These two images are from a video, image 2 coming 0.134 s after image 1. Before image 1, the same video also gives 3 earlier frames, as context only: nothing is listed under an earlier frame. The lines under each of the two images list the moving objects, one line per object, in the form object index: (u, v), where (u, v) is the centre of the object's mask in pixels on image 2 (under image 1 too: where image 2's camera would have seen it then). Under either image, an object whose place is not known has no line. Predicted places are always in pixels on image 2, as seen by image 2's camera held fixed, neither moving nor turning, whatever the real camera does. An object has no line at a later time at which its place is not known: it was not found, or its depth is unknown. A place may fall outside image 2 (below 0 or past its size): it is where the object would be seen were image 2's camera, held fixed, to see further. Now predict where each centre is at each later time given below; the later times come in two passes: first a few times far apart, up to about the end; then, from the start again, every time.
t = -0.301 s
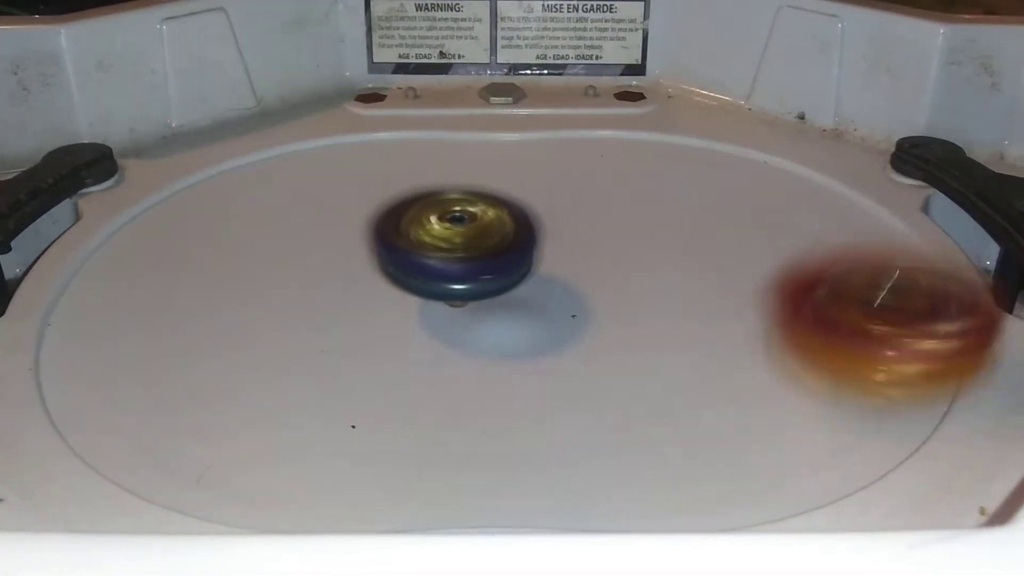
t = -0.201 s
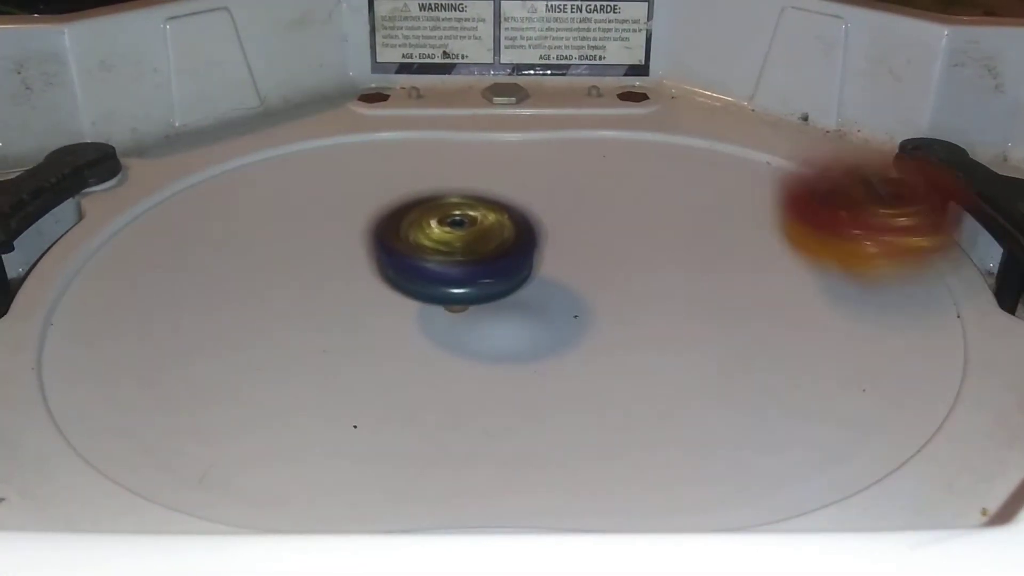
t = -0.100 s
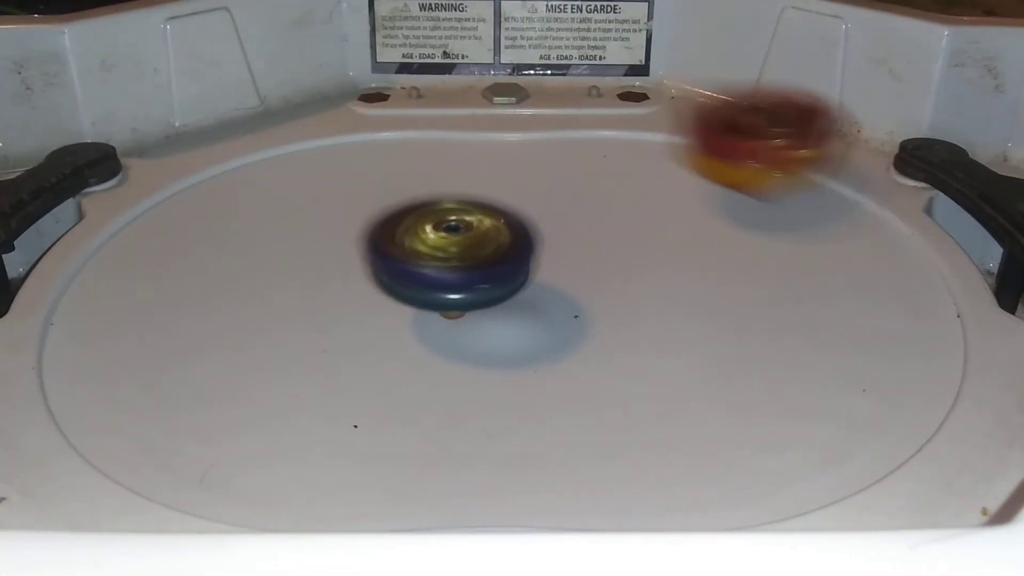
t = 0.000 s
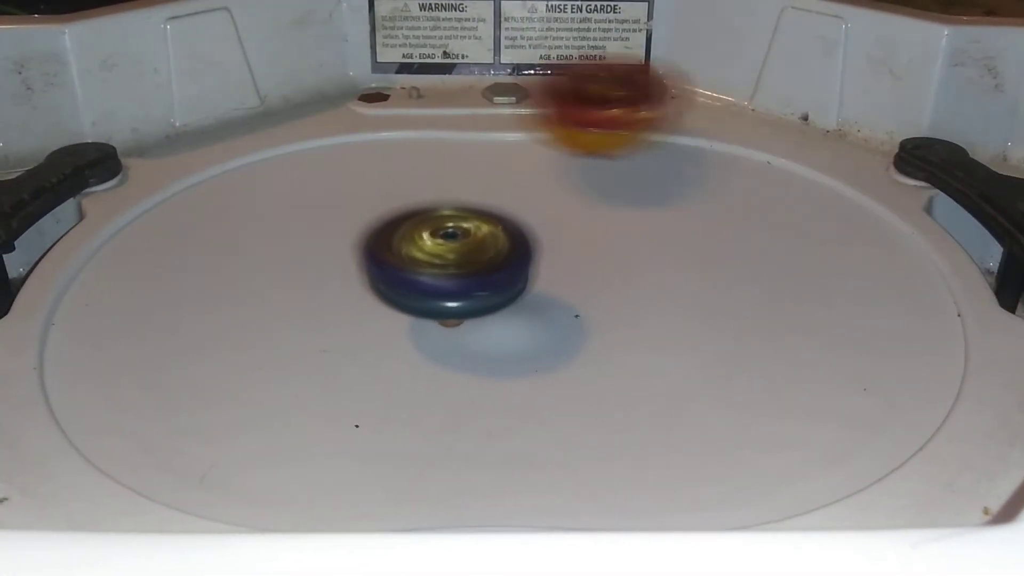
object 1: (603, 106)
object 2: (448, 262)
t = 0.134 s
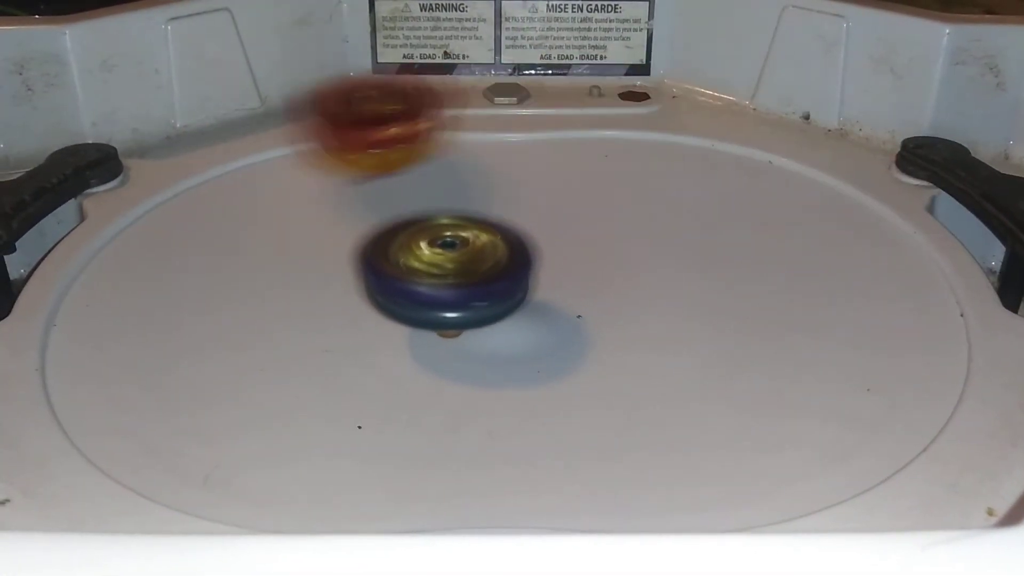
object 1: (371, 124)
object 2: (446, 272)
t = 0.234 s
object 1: (226, 183)
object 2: (452, 278)
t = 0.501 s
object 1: (424, 436)
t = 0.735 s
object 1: (911, 287)
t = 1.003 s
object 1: (656, 99)
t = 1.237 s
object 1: (281, 162)
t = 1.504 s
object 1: (325, 427)
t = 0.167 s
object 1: (321, 137)
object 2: (448, 274)
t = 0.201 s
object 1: (270, 158)
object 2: (450, 275)
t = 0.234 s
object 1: (226, 183)
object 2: (452, 278)
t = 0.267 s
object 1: (189, 215)
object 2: (454, 279)
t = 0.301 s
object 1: (162, 253)
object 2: (457, 281)
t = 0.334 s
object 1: (150, 295)
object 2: (459, 283)
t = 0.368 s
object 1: (158, 336)
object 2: (462, 285)
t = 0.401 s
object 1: (186, 375)
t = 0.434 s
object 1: (246, 409)
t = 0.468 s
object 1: (327, 429)
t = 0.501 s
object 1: (424, 436)
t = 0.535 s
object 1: (535, 431)
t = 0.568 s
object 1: (637, 430)
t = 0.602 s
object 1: (734, 419)
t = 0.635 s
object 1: (808, 395)
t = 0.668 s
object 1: (863, 362)
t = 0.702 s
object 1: (897, 324)
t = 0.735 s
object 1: (911, 287)
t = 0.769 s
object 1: (903, 251)
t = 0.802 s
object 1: (885, 221)
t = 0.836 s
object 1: (867, 185)
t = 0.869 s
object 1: (830, 161)
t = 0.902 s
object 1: (800, 140)
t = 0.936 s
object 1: (749, 120)
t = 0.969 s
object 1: (710, 108)
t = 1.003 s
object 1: (656, 99)
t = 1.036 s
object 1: (603, 97)
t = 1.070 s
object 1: (542, 100)
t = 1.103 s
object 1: (493, 107)
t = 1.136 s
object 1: (437, 115)
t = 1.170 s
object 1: (379, 125)
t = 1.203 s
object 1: (328, 141)
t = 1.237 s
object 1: (281, 162)
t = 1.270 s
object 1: (241, 188)
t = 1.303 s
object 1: (209, 218)
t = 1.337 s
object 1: (183, 251)
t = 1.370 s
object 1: (170, 292)
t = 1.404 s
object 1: (173, 335)
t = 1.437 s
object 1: (199, 375)
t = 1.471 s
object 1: (252, 408)
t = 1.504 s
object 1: (325, 427)
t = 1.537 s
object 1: (416, 432)
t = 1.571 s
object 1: (516, 431)
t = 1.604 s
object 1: (612, 431)
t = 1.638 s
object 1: (711, 423)
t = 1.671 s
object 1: (792, 399)
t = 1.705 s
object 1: (848, 369)
